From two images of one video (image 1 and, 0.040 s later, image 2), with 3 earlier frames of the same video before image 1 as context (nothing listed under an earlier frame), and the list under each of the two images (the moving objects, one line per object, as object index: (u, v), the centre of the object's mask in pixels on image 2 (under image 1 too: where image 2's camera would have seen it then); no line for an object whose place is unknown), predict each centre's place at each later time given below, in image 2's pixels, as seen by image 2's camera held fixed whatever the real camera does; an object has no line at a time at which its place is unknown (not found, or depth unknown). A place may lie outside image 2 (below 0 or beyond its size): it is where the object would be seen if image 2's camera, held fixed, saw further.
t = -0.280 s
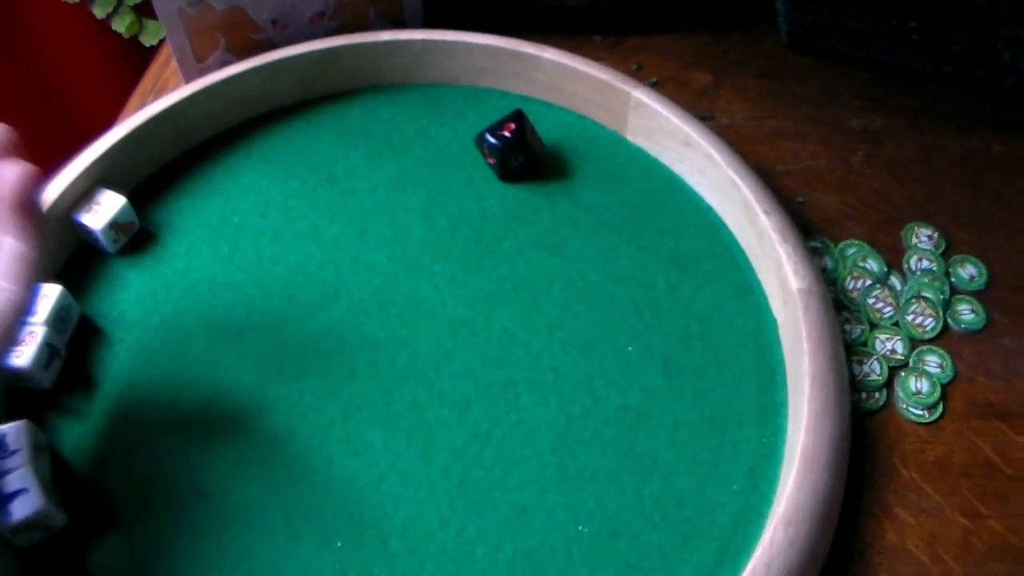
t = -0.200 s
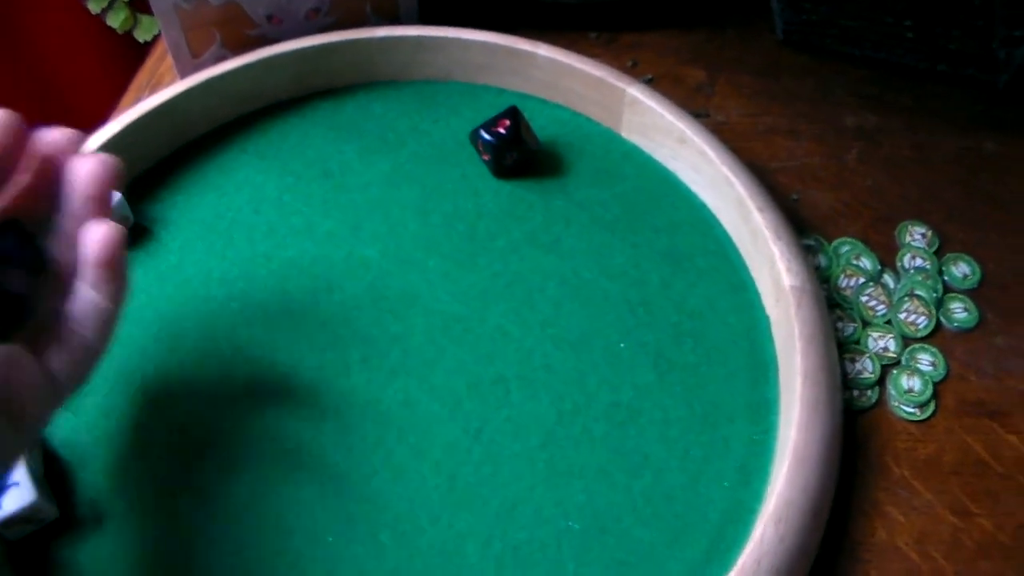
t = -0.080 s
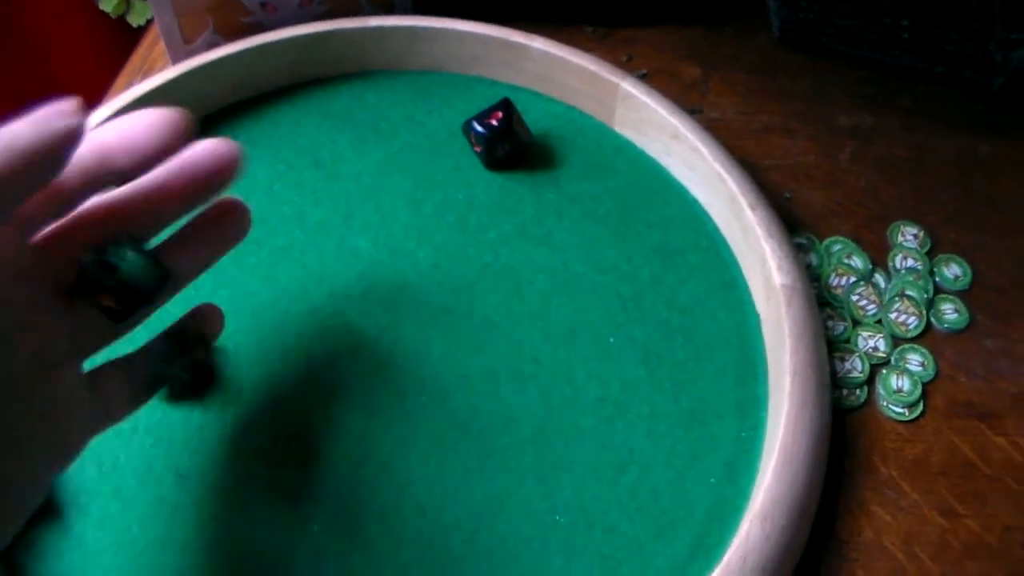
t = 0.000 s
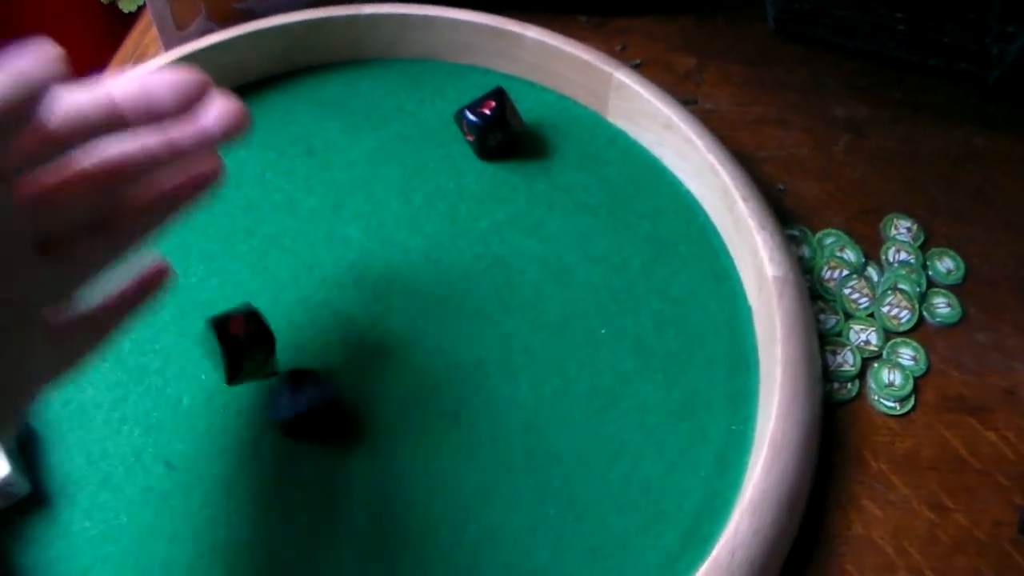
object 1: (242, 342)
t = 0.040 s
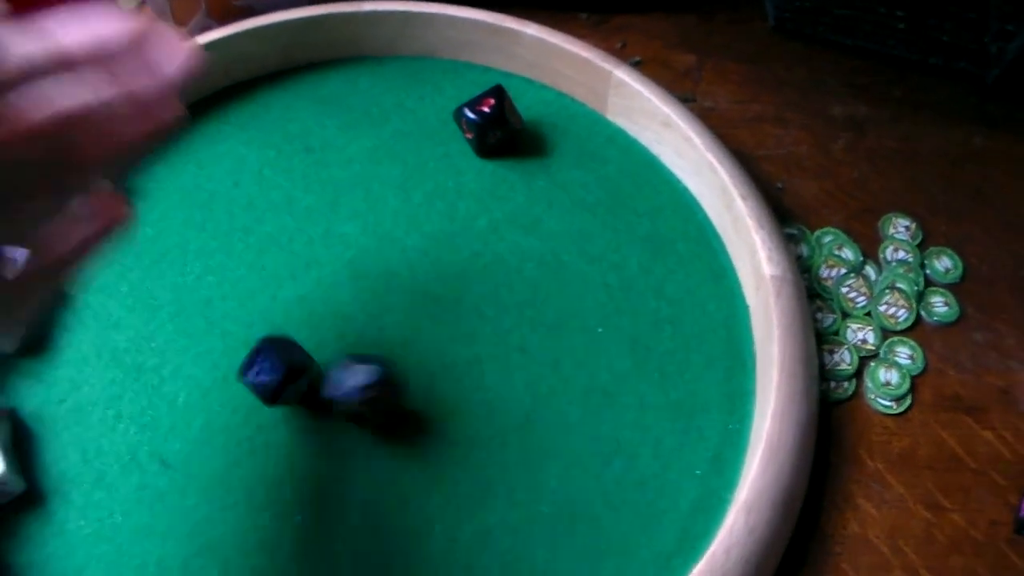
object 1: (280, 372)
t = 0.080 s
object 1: (304, 362)
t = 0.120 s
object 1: (332, 361)
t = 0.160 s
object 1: (354, 353)
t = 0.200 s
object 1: (370, 357)
